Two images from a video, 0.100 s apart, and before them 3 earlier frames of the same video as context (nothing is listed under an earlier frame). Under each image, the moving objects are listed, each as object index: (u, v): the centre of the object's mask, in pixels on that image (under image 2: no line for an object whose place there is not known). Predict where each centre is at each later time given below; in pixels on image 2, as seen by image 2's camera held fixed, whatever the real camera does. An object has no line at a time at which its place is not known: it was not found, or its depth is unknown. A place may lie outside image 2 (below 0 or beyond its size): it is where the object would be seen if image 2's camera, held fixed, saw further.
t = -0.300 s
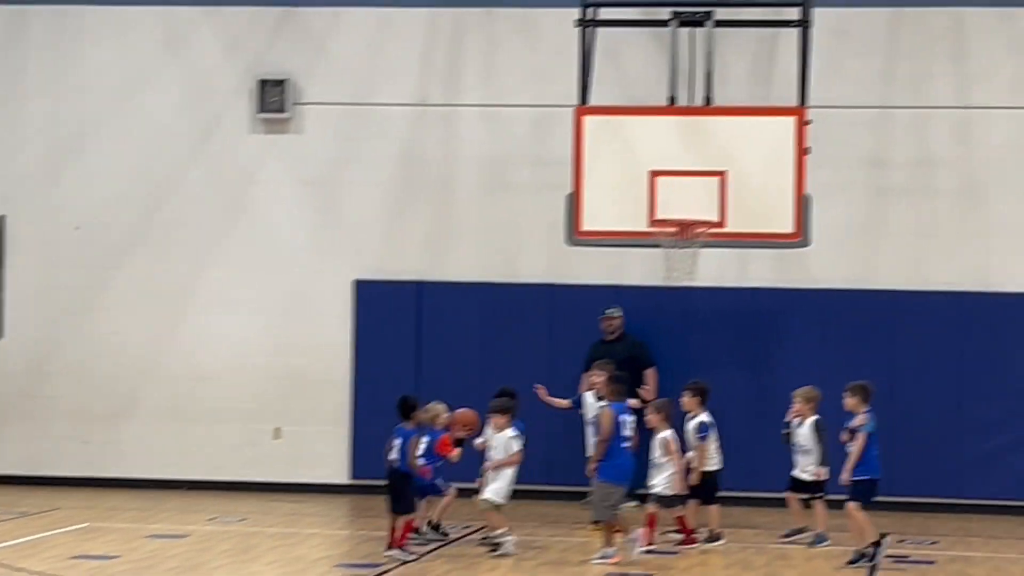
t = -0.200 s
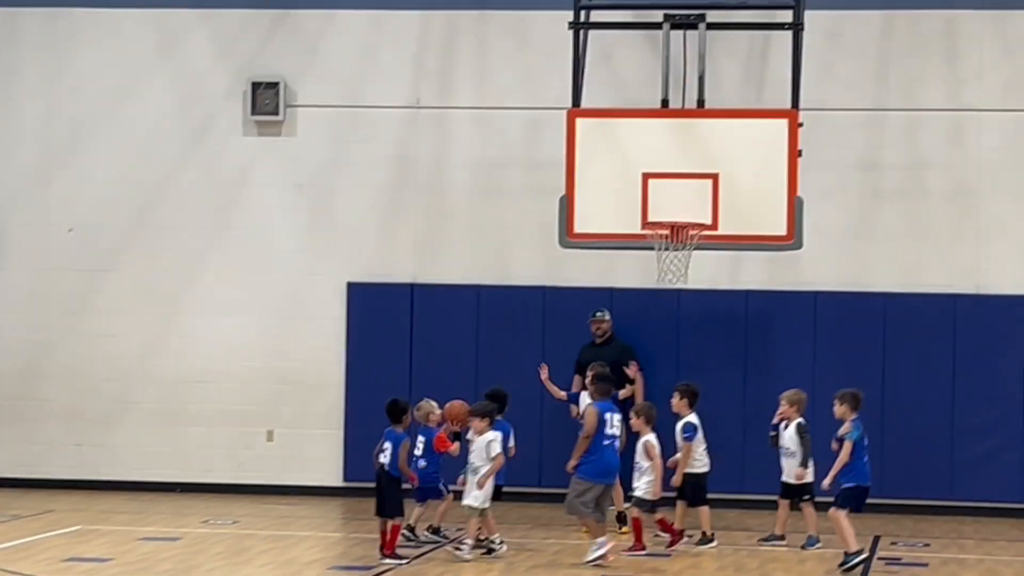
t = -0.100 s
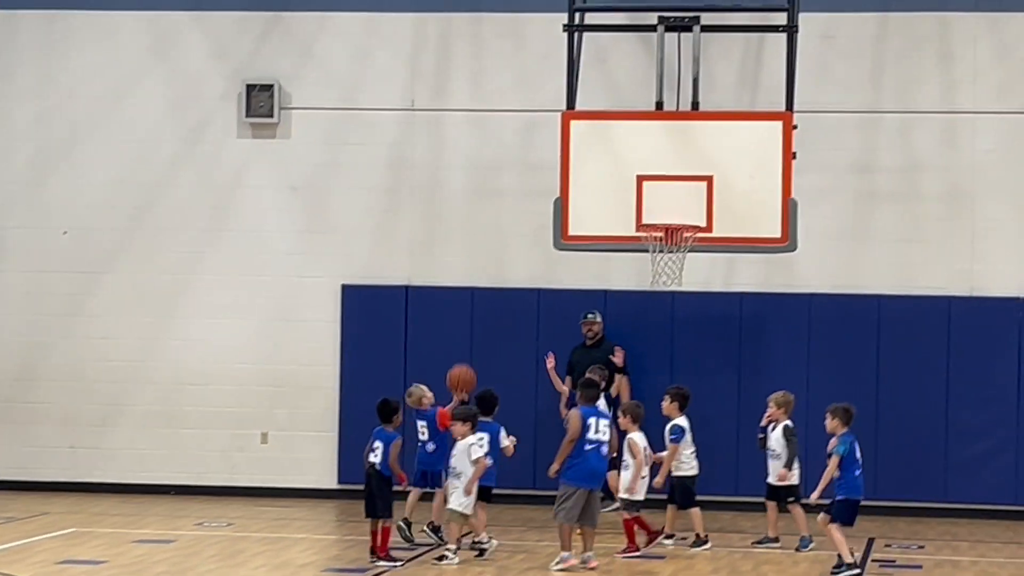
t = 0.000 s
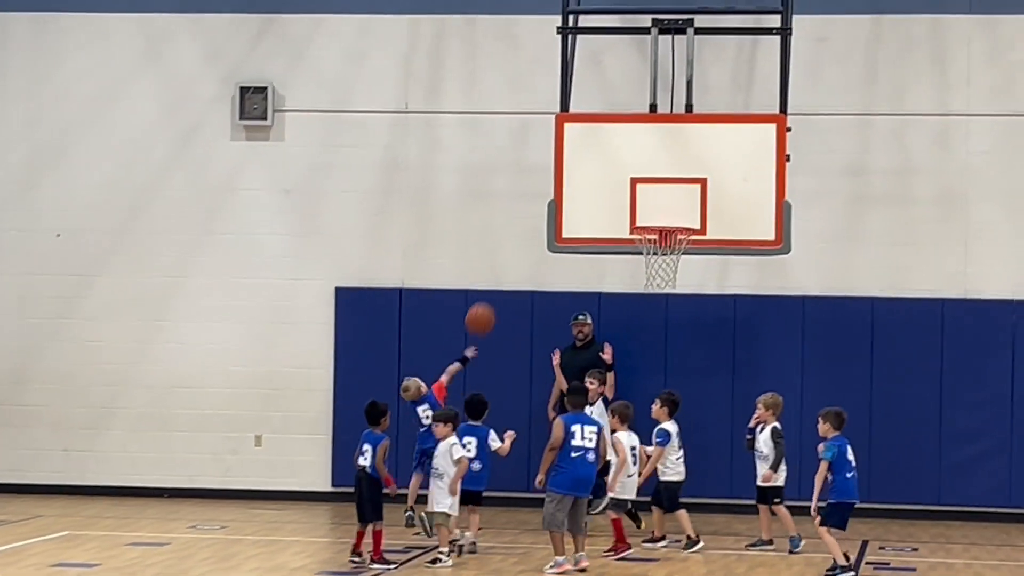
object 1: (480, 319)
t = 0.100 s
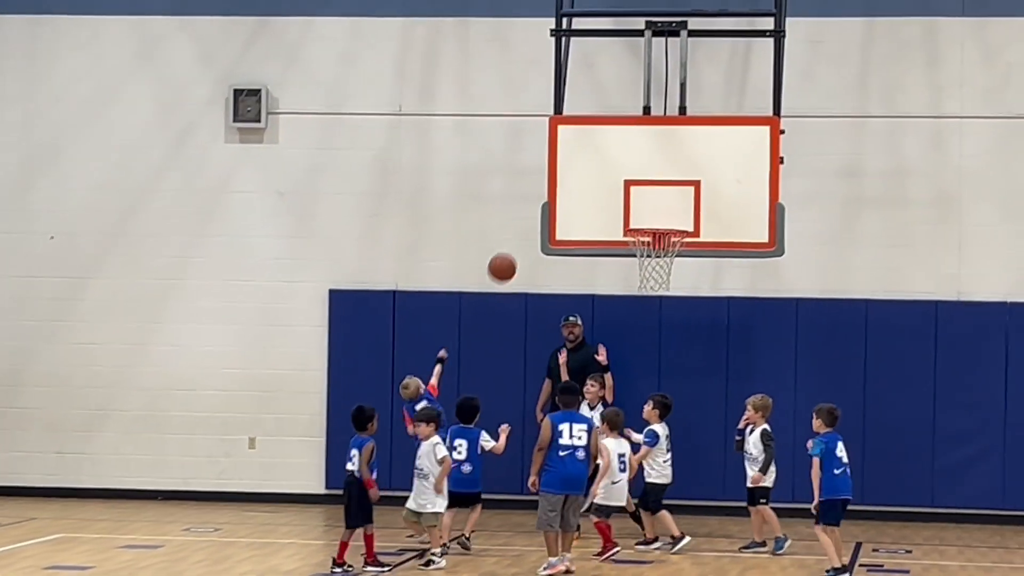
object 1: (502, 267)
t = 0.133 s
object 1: (511, 253)
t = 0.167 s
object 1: (520, 239)
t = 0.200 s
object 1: (530, 227)
